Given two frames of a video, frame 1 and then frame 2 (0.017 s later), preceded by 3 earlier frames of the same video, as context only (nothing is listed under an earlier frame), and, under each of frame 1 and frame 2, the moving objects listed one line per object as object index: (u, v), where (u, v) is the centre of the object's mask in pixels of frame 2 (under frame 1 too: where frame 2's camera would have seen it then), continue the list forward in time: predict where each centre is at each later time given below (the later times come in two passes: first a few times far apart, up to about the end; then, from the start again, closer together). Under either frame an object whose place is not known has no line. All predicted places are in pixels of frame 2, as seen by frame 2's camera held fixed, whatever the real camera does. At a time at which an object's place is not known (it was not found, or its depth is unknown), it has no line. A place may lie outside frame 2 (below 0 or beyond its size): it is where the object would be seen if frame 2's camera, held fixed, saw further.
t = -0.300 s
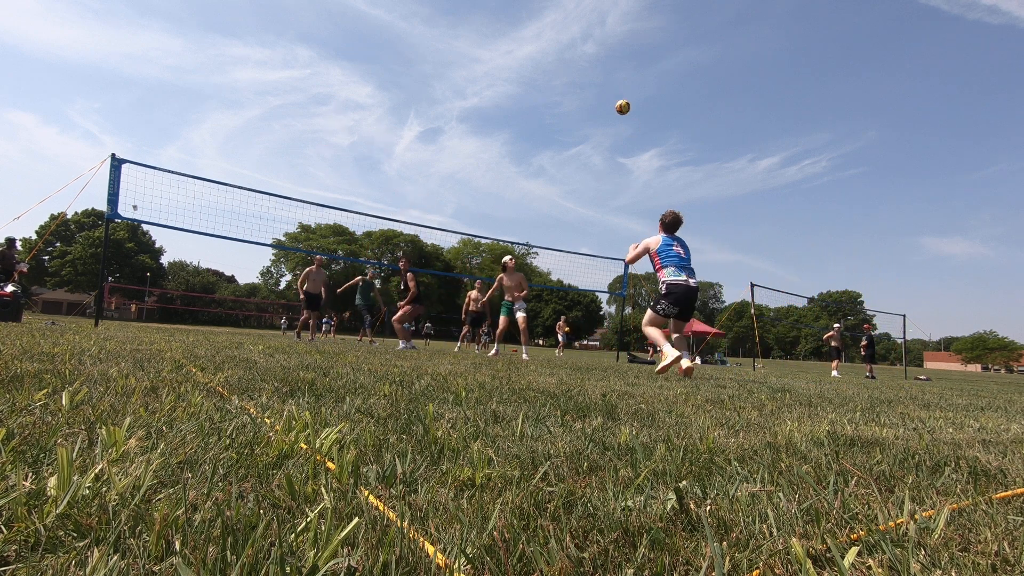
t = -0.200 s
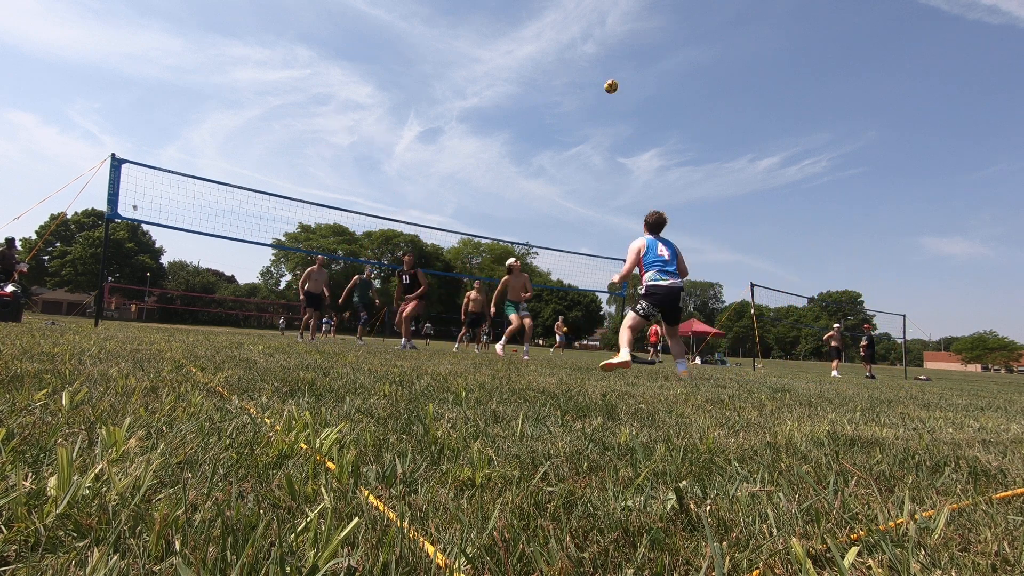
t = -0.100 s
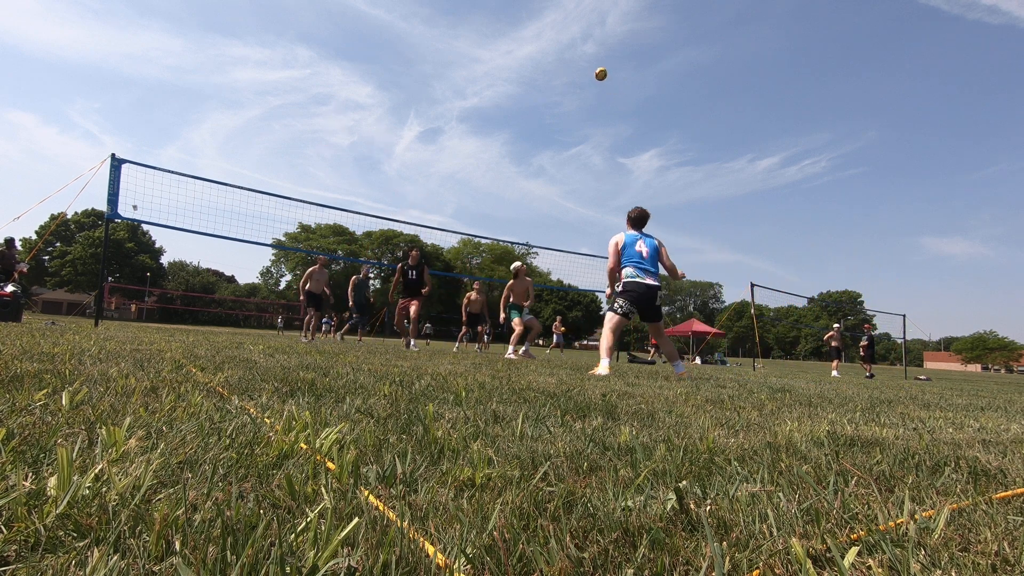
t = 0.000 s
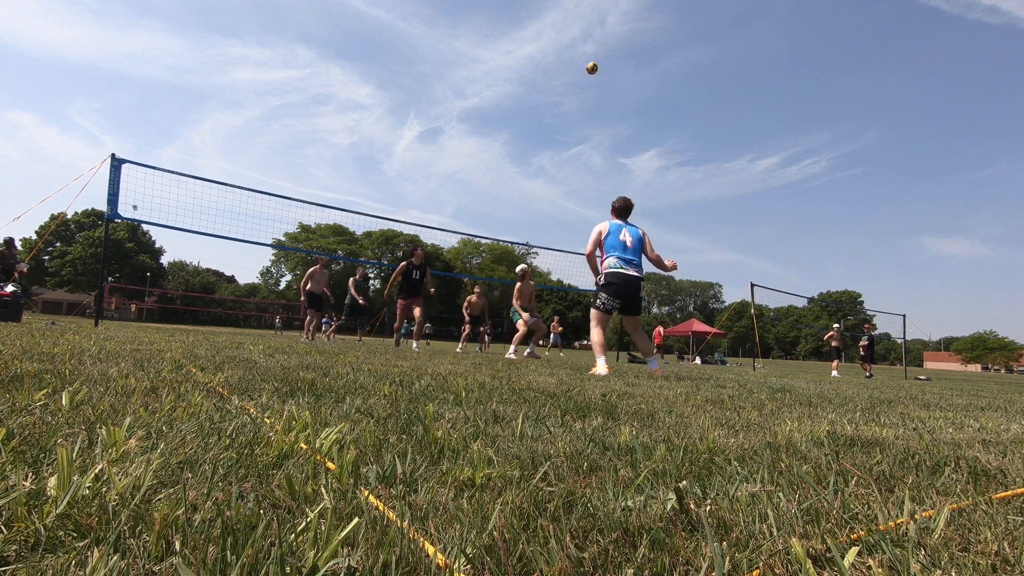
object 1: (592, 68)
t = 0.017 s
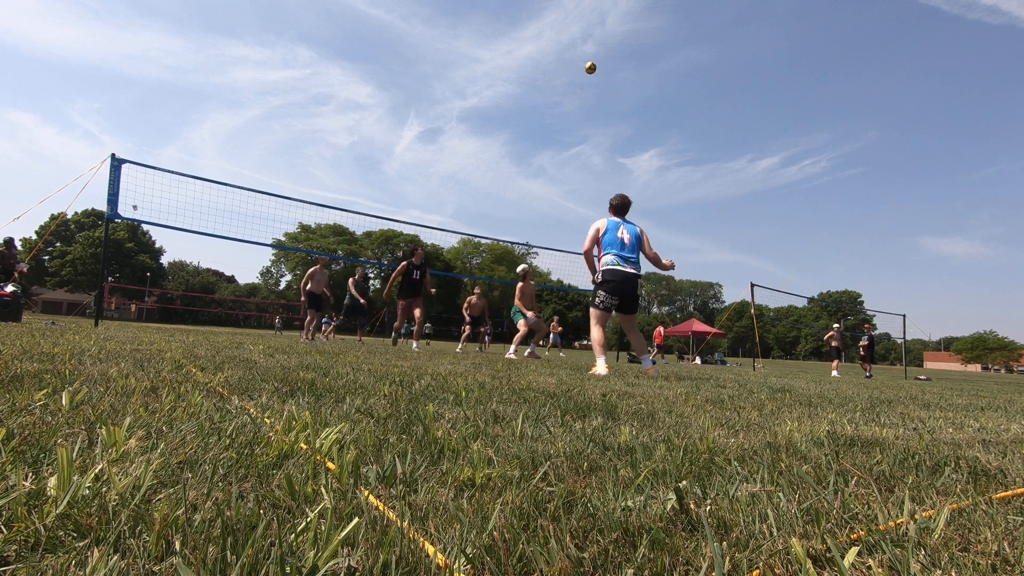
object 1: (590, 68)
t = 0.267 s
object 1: (572, 78)
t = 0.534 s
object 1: (557, 114)
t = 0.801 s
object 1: (544, 168)
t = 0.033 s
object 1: (589, 68)
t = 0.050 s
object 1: (588, 68)
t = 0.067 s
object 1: (586, 67)
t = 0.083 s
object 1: (585, 68)
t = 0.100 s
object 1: (584, 68)
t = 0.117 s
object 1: (583, 69)
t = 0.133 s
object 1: (581, 69)
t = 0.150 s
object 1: (580, 70)
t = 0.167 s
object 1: (579, 71)
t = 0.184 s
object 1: (578, 72)
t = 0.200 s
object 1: (577, 73)
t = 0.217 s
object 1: (576, 74)
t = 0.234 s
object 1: (575, 75)
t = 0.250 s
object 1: (573, 77)
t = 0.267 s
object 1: (572, 78)
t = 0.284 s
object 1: (571, 80)
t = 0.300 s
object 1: (570, 81)
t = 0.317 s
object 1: (569, 83)
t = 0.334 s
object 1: (568, 85)
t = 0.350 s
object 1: (567, 87)
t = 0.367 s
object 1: (566, 89)
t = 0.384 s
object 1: (565, 91)
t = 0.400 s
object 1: (564, 93)
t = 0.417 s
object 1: (563, 96)
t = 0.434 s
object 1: (562, 98)
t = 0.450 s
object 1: (561, 101)
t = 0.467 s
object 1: (560, 103)
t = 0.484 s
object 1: (559, 106)
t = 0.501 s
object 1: (559, 108)
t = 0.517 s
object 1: (558, 111)
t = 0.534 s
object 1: (557, 114)
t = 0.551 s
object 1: (556, 117)
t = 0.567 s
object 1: (555, 120)
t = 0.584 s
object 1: (554, 123)
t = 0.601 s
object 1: (553, 126)
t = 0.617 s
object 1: (553, 129)
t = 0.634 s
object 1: (552, 133)
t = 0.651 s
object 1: (551, 136)
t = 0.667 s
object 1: (550, 139)
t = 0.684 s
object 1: (549, 143)
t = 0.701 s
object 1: (549, 146)
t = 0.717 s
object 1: (548, 150)
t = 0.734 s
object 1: (547, 153)
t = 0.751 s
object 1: (546, 157)
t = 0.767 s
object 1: (545, 161)
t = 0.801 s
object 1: (544, 168)
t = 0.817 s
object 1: (543, 172)
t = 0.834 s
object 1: (542, 176)
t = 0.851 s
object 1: (542, 180)
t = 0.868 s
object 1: (541, 184)
